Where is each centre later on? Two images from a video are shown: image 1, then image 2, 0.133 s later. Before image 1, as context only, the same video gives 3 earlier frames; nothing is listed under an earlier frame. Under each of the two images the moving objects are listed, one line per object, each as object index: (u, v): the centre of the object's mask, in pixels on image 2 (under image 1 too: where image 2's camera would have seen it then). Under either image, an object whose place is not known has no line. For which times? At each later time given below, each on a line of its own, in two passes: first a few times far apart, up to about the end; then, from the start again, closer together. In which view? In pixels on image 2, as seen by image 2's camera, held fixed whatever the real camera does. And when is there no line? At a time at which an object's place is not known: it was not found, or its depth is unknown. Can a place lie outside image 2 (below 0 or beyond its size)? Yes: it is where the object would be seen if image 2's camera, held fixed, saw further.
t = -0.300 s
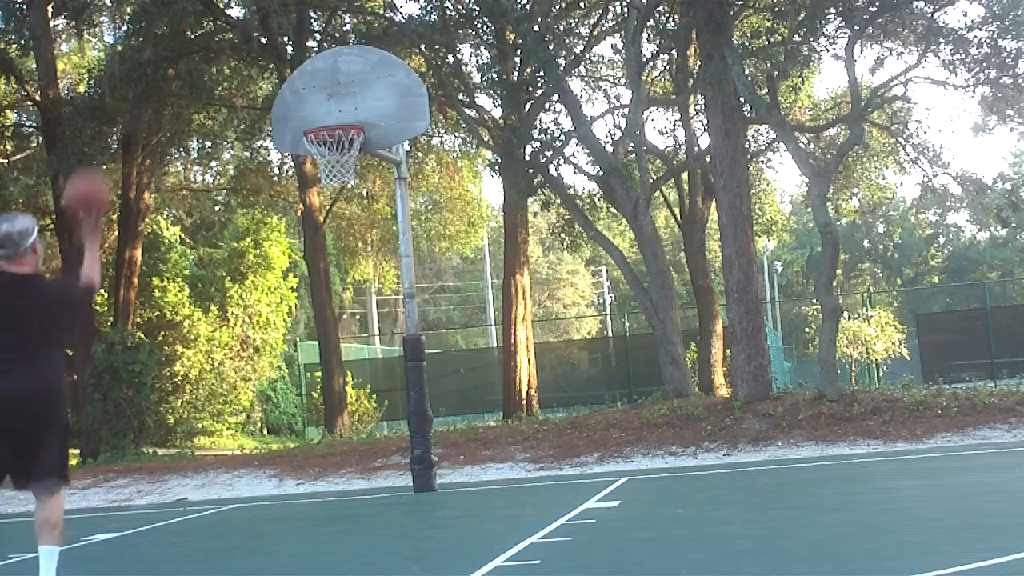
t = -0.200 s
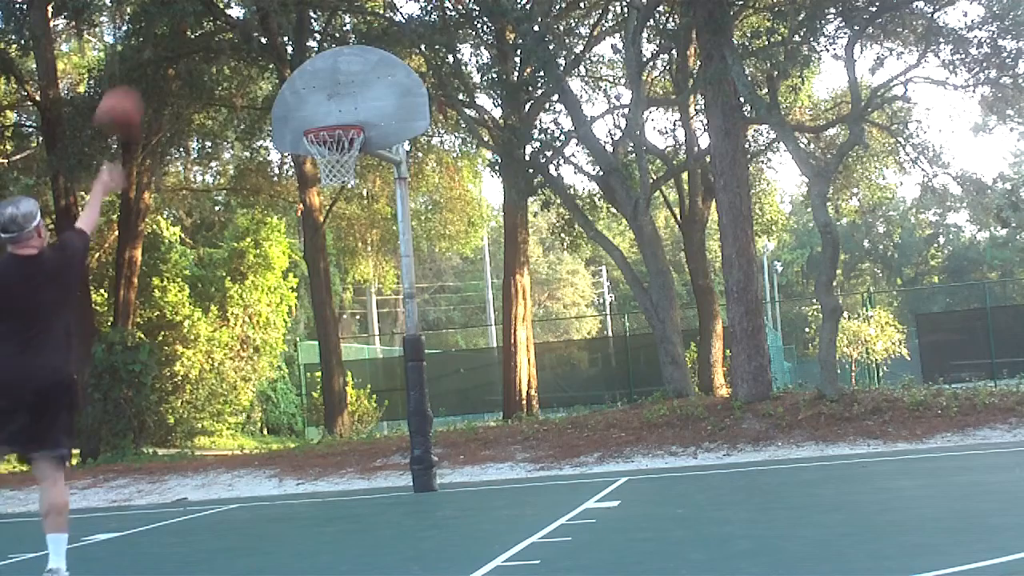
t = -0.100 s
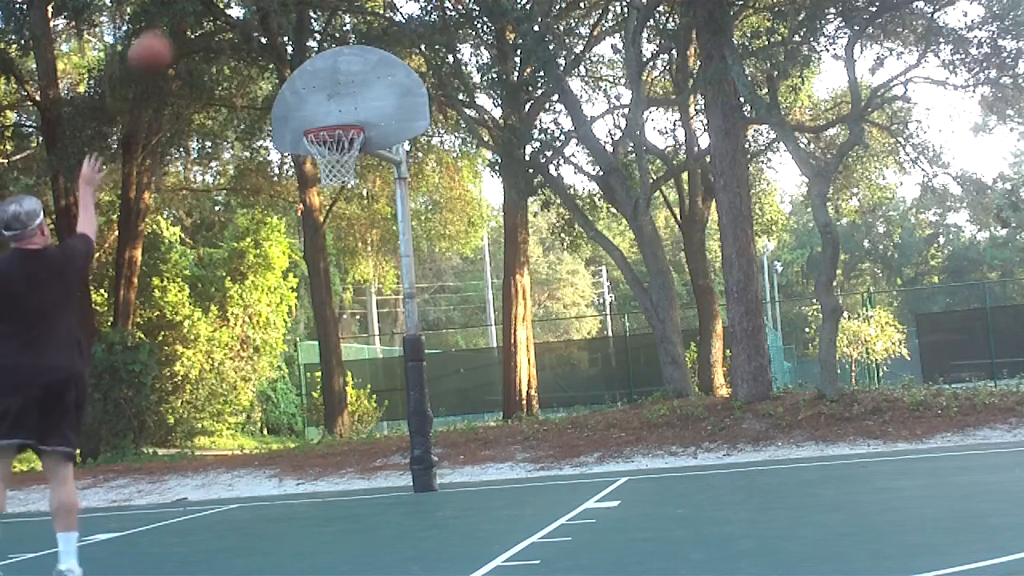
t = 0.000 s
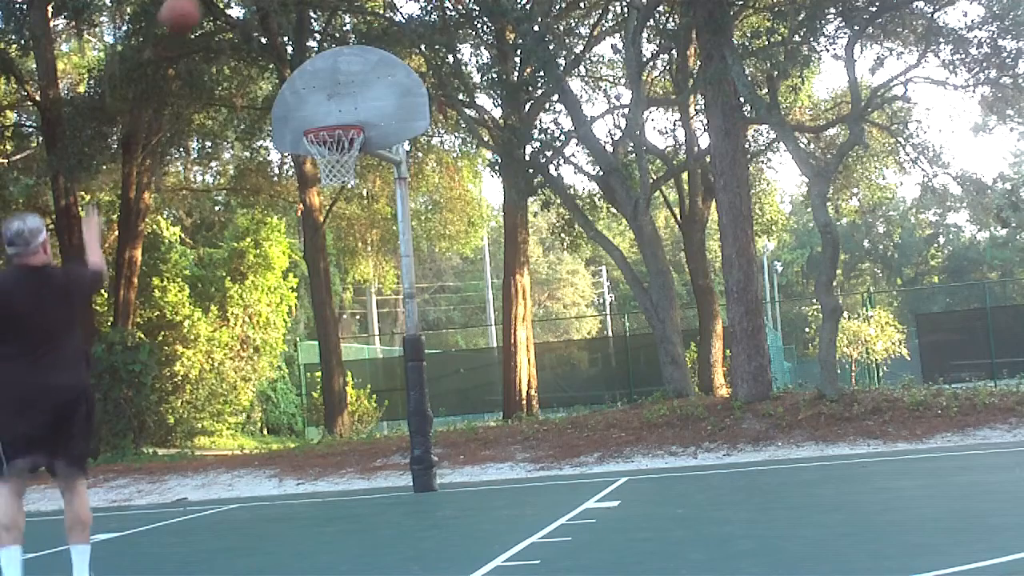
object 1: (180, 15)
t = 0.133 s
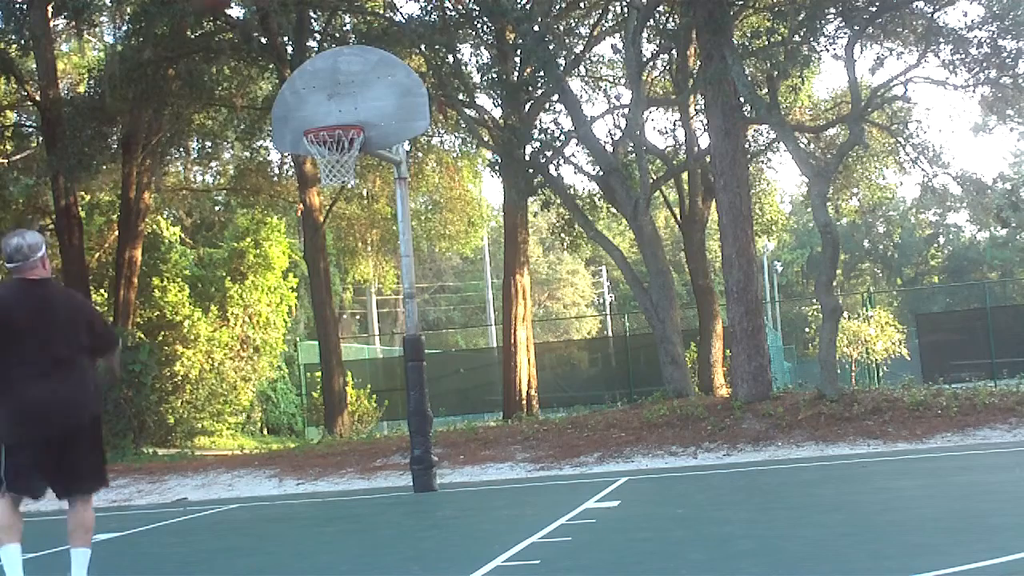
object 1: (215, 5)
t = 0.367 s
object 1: (272, 14)
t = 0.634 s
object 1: (330, 113)
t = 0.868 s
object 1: (338, 149)
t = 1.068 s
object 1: (328, 175)
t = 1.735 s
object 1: (332, 439)
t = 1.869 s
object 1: (323, 373)
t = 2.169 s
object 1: (309, 305)
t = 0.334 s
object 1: (265, 7)
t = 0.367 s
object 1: (272, 14)
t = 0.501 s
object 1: (301, 53)
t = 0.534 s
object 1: (308, 66)
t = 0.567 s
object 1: (317, 82)
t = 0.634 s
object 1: (330, 113)
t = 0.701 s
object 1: (342, 150)
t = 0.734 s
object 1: (345, 160)
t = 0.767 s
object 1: (347, 156)
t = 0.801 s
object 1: (342, 153)
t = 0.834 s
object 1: (341, 150)
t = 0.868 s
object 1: (338, 149)
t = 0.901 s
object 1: (336, 151)
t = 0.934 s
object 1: (334, 150)
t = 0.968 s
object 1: (334, 156)
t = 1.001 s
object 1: (331, 164)
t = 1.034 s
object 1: (326, 166)
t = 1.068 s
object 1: (328, 175)
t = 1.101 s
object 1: (328, 187)
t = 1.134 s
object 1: (328, 192)
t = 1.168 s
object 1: (327, 204)
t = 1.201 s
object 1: (327, 217)
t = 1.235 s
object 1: (328, 229)
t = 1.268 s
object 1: (328, 243)
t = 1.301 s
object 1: (328, 258)
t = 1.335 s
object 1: (328, 275)
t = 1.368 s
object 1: (328, 294)
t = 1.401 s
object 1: (329, 316)
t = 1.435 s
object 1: (332, 336)
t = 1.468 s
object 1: (332, 360)
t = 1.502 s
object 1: (333, 388)
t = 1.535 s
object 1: (335, 415)
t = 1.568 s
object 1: (336, 448)
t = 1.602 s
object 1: (338, 474)
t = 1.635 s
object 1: (340, 502)
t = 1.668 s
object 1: (336, 477)
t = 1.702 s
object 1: (334, 457)
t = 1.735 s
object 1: (332, 439)
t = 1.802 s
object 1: (327, 404)
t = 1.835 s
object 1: (324, 388)
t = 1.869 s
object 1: (323, 373)
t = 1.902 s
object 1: (321, 360)
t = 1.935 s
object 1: (319, 347)
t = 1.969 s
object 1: (318, 337)
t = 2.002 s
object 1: (316, 328)
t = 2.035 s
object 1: (314, 322)
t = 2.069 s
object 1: (313, 315)
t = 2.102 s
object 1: (311, 311)
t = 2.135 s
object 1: (310, 307)
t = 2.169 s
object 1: (309, 305)
